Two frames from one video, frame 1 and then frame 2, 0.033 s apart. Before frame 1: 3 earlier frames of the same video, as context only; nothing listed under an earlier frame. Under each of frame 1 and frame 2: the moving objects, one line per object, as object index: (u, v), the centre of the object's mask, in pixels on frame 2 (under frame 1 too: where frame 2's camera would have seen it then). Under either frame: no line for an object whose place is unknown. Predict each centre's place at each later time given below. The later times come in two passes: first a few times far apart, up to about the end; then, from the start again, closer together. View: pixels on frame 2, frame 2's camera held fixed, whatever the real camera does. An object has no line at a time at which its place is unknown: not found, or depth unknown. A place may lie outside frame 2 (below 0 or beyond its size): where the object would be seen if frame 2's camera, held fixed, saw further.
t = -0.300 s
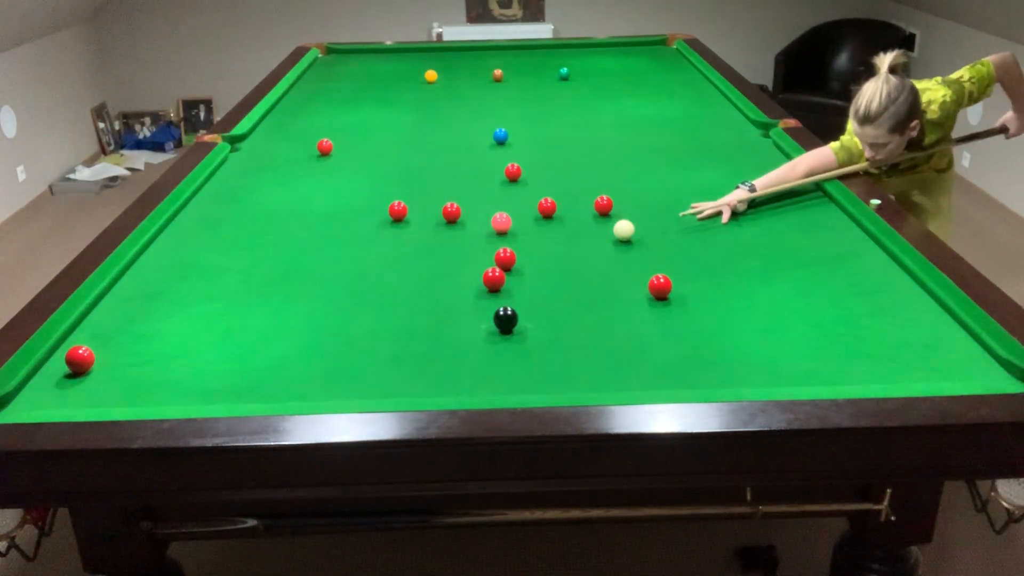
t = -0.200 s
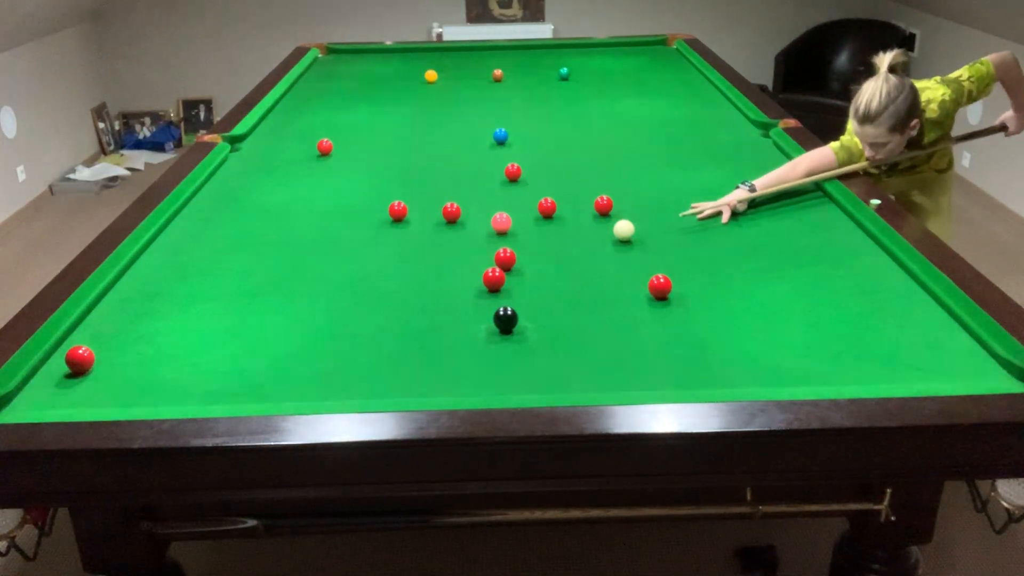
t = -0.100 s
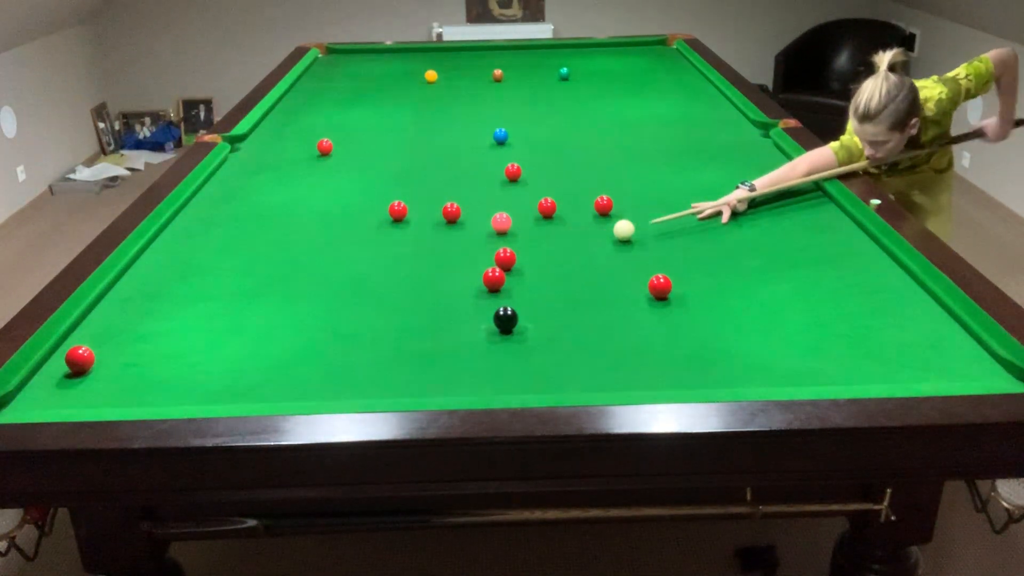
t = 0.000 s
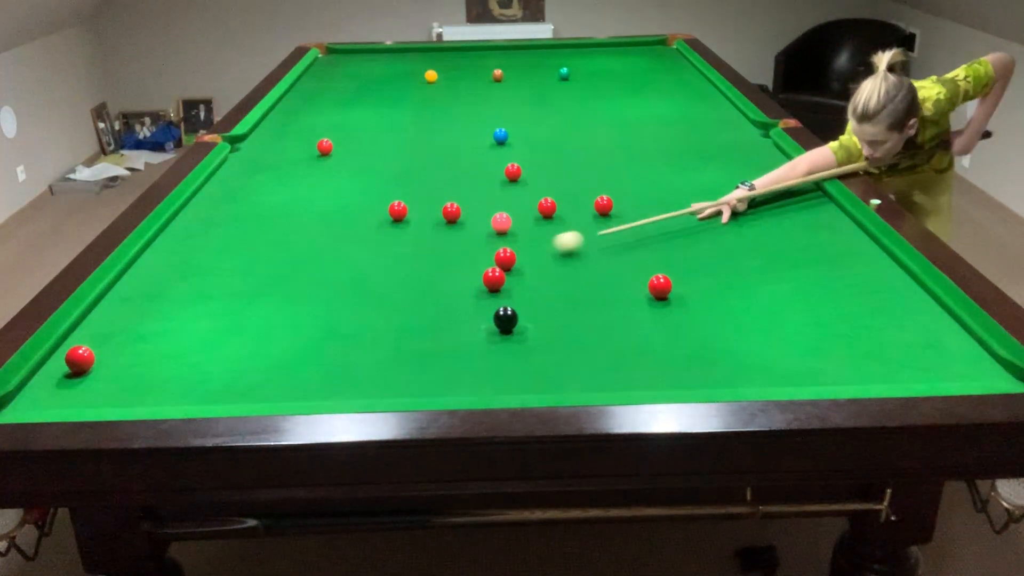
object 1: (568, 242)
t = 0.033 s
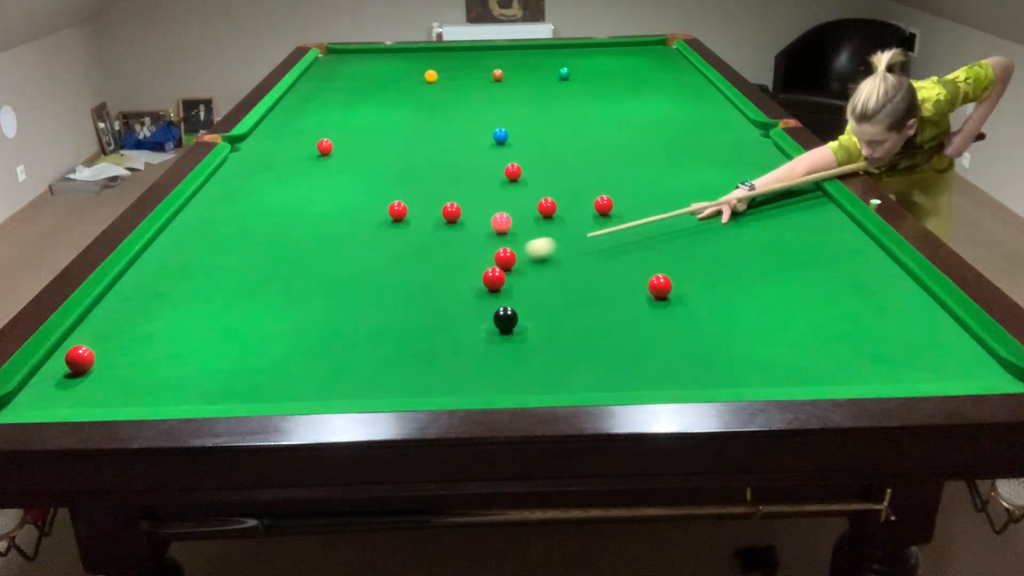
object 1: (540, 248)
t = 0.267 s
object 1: (485, 251)
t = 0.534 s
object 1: (421, 255)
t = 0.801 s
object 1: (359, 258)
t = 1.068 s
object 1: (298, 261)
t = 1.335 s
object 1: (240, 264)
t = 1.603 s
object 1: (185, 267)
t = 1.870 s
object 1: (132, 271)
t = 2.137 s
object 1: (155, 275)
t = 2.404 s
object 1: (177, 279)
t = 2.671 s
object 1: (197, 282)
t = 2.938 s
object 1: (214, 285)
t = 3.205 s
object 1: (229, 288)
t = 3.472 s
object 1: (242, 289)
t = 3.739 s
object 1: (250, 290)
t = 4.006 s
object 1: (260, 293)
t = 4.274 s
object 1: (265, 294)
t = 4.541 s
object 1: (267, 294)
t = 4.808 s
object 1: (267, 294)
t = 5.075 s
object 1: (267, 294)
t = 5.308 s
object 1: (267, 294)
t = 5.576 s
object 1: (267, 294)
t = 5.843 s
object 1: (267, 294)
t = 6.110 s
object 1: (267, 294)
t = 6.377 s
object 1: (267, 294)
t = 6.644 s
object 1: (267, 294)
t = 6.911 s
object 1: (267, 294)
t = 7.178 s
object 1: (267, 294)
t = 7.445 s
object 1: (267, 294)
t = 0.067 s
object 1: (521, 253)
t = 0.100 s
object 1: (517, 251)
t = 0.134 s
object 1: (512, 251)
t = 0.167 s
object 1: (506, 251)
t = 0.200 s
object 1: (500, 251)
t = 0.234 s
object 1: (493, 251)
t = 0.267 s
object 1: (485, 251)
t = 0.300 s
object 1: (477, 251)
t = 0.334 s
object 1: (469, 252)
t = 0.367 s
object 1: (461, 252)
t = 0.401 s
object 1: (453, 253)
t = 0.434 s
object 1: (445, 253)
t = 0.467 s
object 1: (437, 254)
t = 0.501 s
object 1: (429, 254)
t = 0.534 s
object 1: (421, 255)
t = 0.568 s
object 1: (413, 255)
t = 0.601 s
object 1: (405, 255)
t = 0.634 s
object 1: (397, 256)
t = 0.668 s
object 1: (389, 256)
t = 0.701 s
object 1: (382, 257)
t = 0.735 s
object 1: (374, 257)
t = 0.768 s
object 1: (366, 257)
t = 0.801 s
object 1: (359, 258)
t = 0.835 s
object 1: (351, 258)
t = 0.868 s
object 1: (343, 258)
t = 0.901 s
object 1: (336, 259)
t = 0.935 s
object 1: (328, 259)
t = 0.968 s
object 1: (321, 260)
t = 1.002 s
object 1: (314, 260)
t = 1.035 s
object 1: (306, 261)
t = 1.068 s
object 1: (298, 261)
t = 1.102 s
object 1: (292, 261)
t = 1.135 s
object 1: (284, 262)
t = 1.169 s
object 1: (277, 263)
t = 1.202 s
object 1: (269, 263)
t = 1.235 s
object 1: (262, 263)
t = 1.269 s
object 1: (255, 264)
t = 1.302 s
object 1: (248, 264)
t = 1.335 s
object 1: (240, 264)
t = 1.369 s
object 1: (234, 265)
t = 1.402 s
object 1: (226, 265)
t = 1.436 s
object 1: (219, 266)
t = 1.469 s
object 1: (212, 266)
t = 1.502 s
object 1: (206, 266)
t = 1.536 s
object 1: (199, 266)
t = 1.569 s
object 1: (192, 267)
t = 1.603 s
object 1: (185, 267)
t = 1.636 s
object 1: (178, 268)
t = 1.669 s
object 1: (171, 268)
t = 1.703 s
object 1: (165, 269)
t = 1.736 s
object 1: (158, 269)
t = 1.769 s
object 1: (151, 269)
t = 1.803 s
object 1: (145, 270)
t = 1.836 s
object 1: (138, 270)
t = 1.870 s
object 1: (132, 271)
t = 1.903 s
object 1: (134, 271)
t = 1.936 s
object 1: (138, 272)
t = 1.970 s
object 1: (141, 273)
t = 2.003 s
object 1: (143, 273)
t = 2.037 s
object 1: (147, 273)
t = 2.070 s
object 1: (150, 274)
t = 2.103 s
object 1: (152, 275)
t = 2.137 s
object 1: (155, 275)
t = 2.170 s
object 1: (158, 276)
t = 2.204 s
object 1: (161, 276)
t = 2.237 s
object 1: (164, 276)
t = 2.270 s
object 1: (166, 277)
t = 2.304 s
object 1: (169, 277)
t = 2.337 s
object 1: (172, 278)
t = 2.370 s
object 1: (174, 278)
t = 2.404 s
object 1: (177, 279)
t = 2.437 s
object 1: (179, 279)
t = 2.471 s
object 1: (182, 280)
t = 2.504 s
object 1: (184, 280)
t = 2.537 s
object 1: (187, 280)
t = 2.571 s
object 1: (190, 280)
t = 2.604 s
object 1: (192, 281)
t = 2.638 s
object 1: (194, 282)
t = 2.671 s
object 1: (197, 282)
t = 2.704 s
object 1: (199, 282)
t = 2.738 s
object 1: (201, 283)
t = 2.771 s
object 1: (203, 283)
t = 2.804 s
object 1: (206, 283)
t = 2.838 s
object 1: (208, 284)
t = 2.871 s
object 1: (210, 284)
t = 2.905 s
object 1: (212, 284)
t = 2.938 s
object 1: (214, 285)
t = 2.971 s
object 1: (216, 285)
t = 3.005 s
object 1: (218, 286)
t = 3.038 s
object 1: (220, 286)
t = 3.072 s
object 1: (222, 286)
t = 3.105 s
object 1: (224, 287)
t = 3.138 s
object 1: (226, 287)
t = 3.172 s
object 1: (228, 287)
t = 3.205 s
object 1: (229, 288)
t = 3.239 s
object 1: (231, 288)
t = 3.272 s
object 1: (233, 288)
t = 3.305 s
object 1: (235, 288)
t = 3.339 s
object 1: (236, 289)
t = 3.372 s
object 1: (238, 289)
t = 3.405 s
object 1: (239, 289)
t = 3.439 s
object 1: (241, 289)
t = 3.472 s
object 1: (242, 289)
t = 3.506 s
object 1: (244, 290)
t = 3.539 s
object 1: (246, 289)
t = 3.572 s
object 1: (247, 290)
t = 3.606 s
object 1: (248, 290)
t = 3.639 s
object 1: (247, 290)
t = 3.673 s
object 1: (243, 291)
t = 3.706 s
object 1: (245, 291)
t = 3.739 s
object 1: (250, 290)
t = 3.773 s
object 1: (254, 291)
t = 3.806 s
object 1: (255, 292)
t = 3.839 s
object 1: (256, 292)
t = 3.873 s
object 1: (257, 292)
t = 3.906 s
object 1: (256, 292)
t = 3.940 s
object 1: (257, 292)
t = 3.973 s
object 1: (258, 292)
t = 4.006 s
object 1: (260, 293)
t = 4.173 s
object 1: (266, 290)
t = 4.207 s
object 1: (264, 293)
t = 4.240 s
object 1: (265, 293)
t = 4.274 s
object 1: (265, 294)
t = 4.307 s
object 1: (266, 294)
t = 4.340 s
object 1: (266, 294)
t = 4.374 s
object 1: (266, 294)
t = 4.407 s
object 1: (267, 294)
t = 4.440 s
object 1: (267, 294)
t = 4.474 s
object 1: (267, 294)
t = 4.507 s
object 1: (267, 294)
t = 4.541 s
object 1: (267, 294)
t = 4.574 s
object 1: (267, 294)
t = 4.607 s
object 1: (267, 294)
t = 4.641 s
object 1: (267, 294)
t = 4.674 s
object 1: (267, 294)
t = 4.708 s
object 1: (267, 294)
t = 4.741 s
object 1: (267, 294)
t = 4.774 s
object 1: (267, 294)
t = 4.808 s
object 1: (267, 294)
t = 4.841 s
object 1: (267, 294)
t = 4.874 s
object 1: (267, 294)
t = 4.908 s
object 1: (267, 294)
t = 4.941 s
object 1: (267, 294)
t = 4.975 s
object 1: (267, 294)
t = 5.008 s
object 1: (267, 294)
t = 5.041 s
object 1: (267, 294)
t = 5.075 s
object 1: (267, 294)
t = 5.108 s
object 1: (267, 294)
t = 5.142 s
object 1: (267, 294)
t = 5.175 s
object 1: (267, 294)
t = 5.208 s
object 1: (267, 294)
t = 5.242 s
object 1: (267, 294)
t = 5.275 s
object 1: (267, 294)
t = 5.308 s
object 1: (267, 294)
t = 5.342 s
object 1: (267, 294)
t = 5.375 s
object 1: (267, 294)
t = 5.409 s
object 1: (267, 294)
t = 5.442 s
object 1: (267, 294)
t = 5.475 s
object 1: (267, 294)
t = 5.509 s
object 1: (267, 294)
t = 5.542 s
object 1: (267, 294)
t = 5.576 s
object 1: (267, 294)
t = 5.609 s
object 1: (267, 294)
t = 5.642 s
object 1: (267, 294)
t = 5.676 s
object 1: (267, 294)
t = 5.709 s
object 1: (267, 294)
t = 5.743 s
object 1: (267, 294)
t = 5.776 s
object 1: (267, 294)
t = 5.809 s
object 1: (267, 294)
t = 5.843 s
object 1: (267, 294)
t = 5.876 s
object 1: (267, 294)
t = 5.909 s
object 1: (267, 294)
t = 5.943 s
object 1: (267, 294)
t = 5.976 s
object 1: (267, 294)
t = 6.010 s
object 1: (267, 294)
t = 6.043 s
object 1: (267, 294)
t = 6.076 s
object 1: (267, 294)
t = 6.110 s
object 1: (267, 294)
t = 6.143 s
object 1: (267, 294)
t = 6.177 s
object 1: (267, 294)
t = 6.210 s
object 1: (267, 294)
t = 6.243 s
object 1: (267, 294)
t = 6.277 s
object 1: (267, 294)
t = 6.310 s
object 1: (267, 294)
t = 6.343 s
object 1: (267, 294)
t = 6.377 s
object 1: (267, 294)
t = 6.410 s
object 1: (267, 294)
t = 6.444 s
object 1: (267, 294)
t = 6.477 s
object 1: (267, 294)
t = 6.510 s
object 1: (267, 293)
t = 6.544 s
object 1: (267, 294)
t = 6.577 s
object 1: (267, 294)
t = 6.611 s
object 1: (267, 294)
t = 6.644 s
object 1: (267, 294)
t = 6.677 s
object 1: (267, 294)
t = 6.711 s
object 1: (267, 294)
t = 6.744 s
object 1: (267, 294)
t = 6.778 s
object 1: (267, 294)
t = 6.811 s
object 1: (267, 294)
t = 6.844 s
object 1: (267, 294)
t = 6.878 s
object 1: (267, 294)
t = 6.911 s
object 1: (267, 294)
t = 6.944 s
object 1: (267, 294)
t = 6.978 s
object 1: (267, 294)
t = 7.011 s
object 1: (267, 294)
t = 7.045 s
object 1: (267, 294)
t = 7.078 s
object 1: (267, 294)
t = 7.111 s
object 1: (267, 294)
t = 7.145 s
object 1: (267, 294)
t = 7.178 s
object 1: (267, 294)
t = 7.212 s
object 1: (267, 294)
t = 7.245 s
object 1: (267, 294)
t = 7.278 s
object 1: (267, 294)
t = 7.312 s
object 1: (267, 294)
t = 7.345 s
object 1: (267, 294)
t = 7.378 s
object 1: (267, 294)
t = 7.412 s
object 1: (267, 294)
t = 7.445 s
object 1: (267, 294)
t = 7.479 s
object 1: (267, 294)
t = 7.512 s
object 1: (267, 293)
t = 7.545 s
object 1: (267, 294)
